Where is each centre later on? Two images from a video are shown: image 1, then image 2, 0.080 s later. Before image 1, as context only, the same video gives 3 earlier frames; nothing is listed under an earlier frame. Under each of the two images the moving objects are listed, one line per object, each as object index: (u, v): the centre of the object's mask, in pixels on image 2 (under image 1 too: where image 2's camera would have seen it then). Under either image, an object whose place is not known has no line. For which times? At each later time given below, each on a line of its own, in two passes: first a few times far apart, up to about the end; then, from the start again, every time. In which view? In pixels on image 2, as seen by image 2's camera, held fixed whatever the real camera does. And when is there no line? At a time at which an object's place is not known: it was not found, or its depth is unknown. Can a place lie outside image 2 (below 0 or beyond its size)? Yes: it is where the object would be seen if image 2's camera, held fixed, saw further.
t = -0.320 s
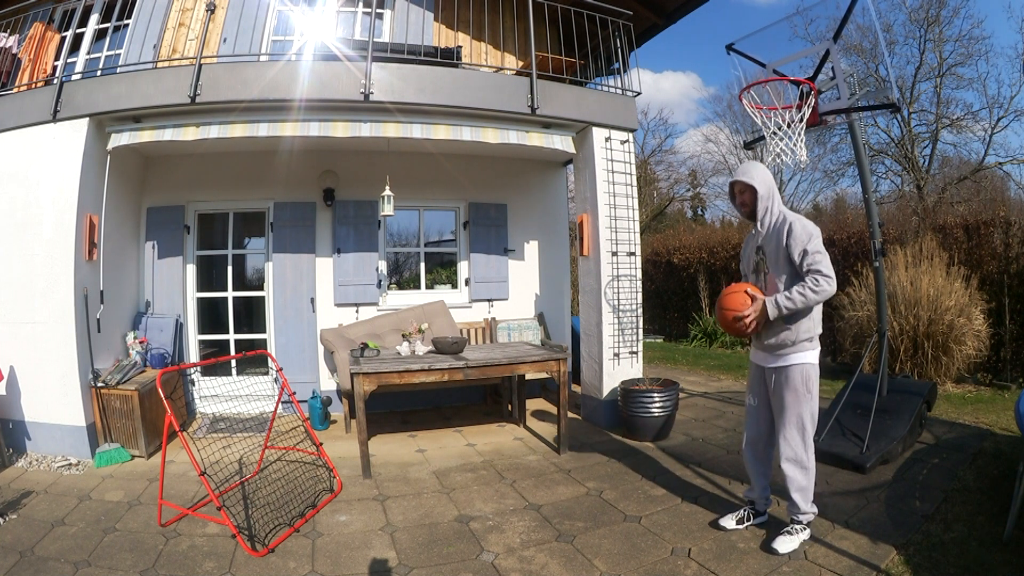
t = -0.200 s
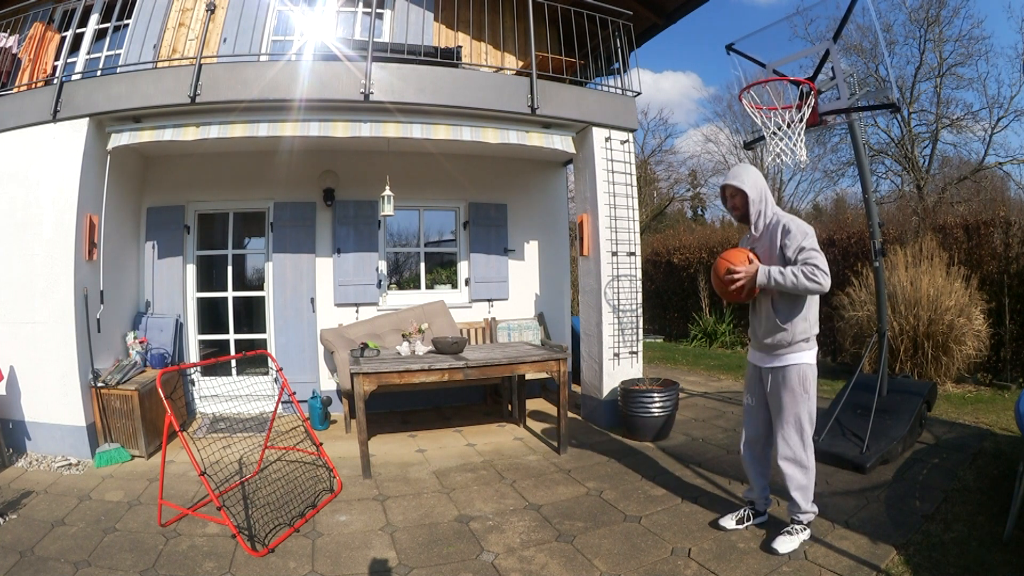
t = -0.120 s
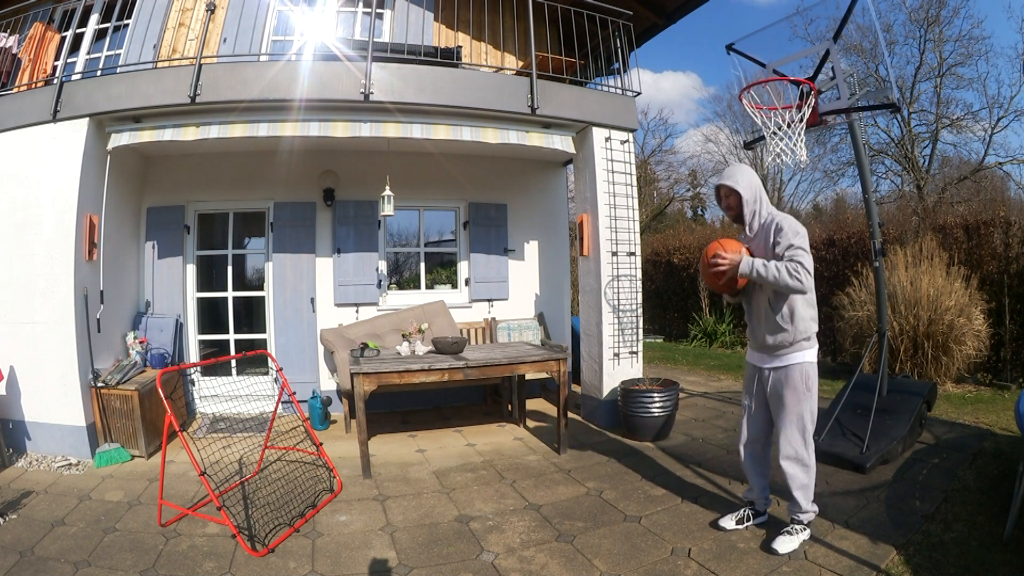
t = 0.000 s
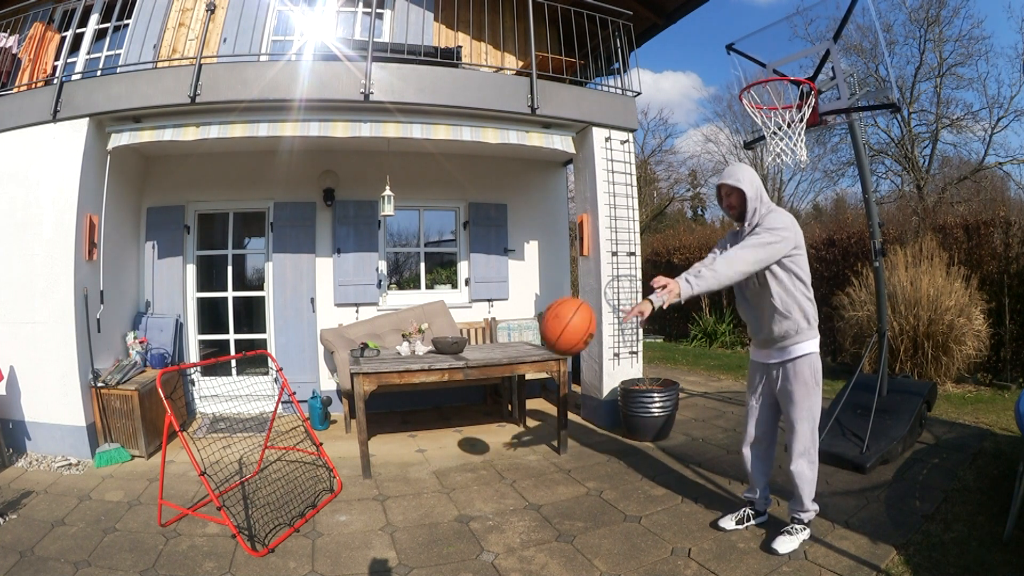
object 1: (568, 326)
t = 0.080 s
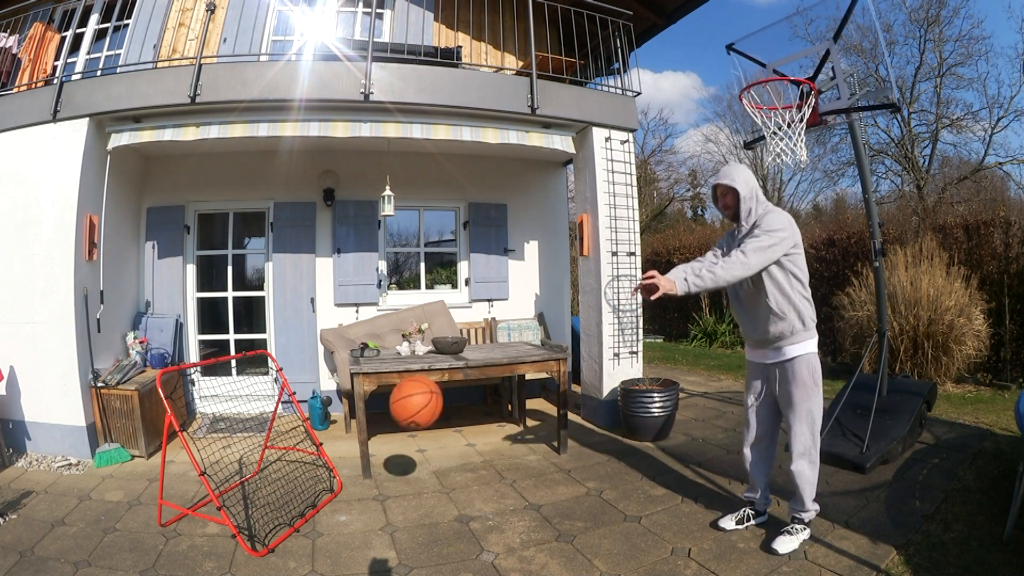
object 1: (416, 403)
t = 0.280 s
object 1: (287, 450)
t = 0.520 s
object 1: (454, 288)
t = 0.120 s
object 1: (352, 438)
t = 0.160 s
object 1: (297, 471)
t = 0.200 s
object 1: (260, 497)
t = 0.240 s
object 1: (268, 481)
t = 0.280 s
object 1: (287, 450)
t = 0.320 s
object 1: (309, 421)
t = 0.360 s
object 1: (333, 391)
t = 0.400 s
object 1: (360, 362)
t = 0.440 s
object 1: (390, 335)
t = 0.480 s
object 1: (421, 310)
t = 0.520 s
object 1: (454, 288)
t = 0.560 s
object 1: (487, 268)
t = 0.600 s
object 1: (522, 252)
